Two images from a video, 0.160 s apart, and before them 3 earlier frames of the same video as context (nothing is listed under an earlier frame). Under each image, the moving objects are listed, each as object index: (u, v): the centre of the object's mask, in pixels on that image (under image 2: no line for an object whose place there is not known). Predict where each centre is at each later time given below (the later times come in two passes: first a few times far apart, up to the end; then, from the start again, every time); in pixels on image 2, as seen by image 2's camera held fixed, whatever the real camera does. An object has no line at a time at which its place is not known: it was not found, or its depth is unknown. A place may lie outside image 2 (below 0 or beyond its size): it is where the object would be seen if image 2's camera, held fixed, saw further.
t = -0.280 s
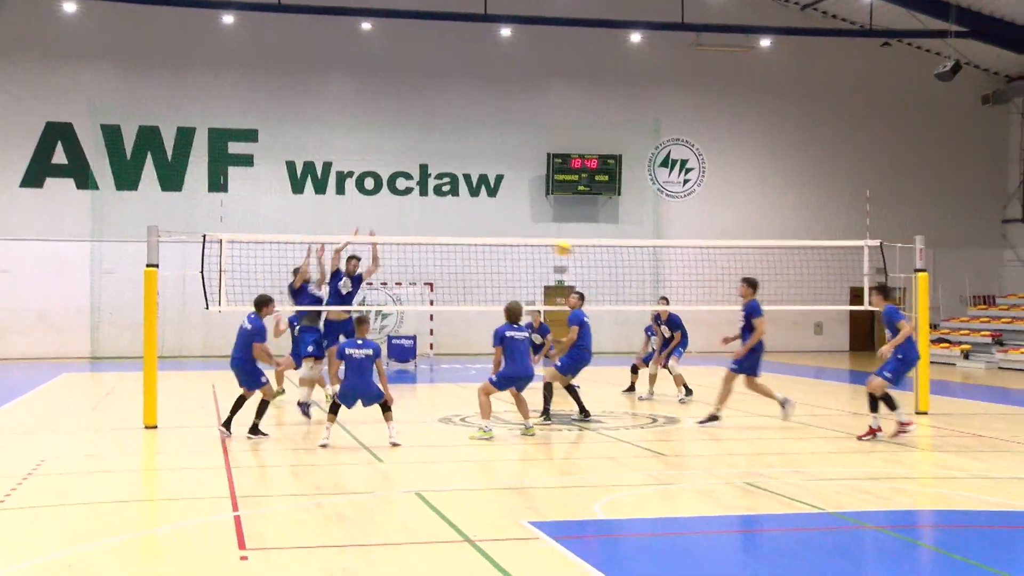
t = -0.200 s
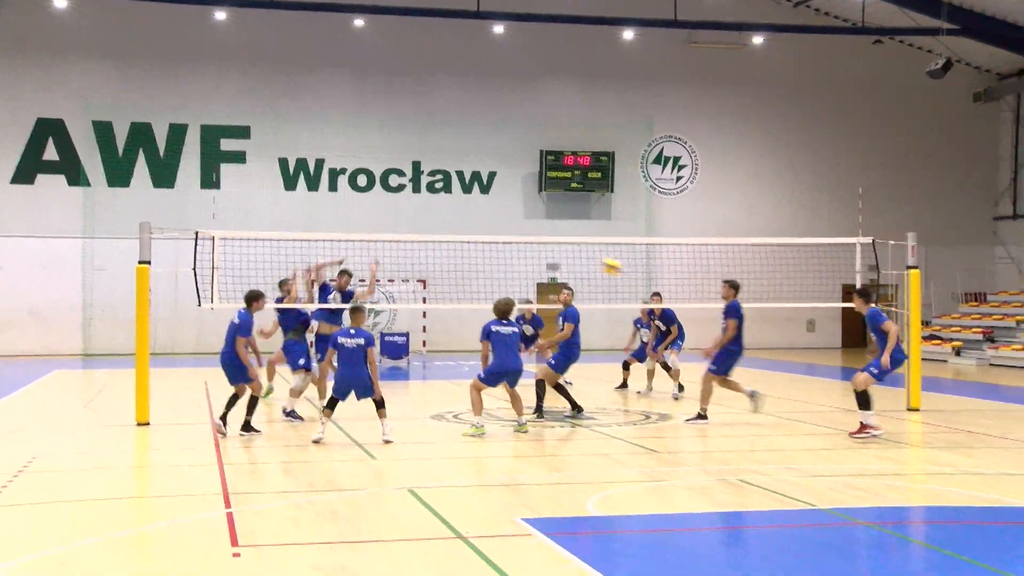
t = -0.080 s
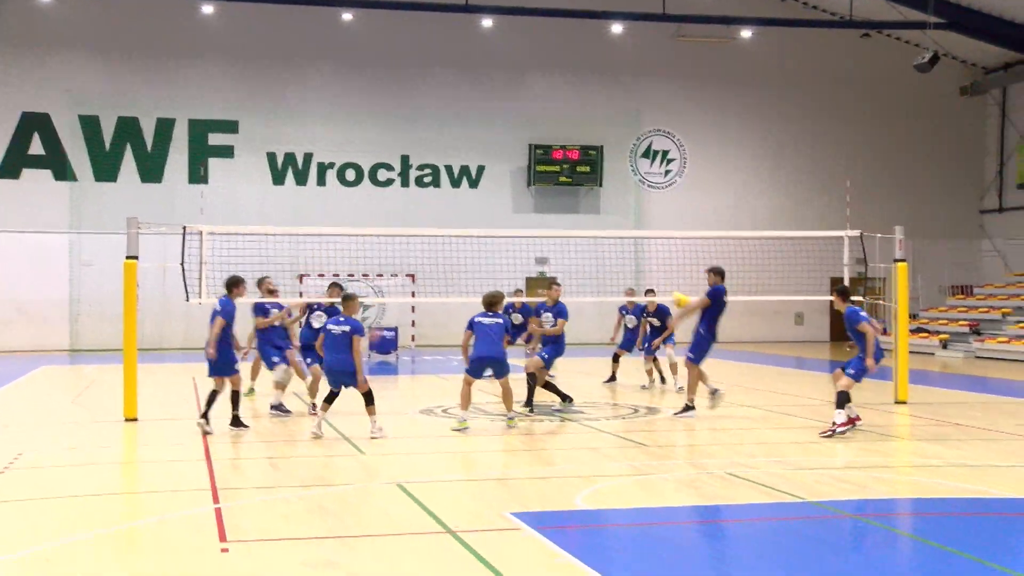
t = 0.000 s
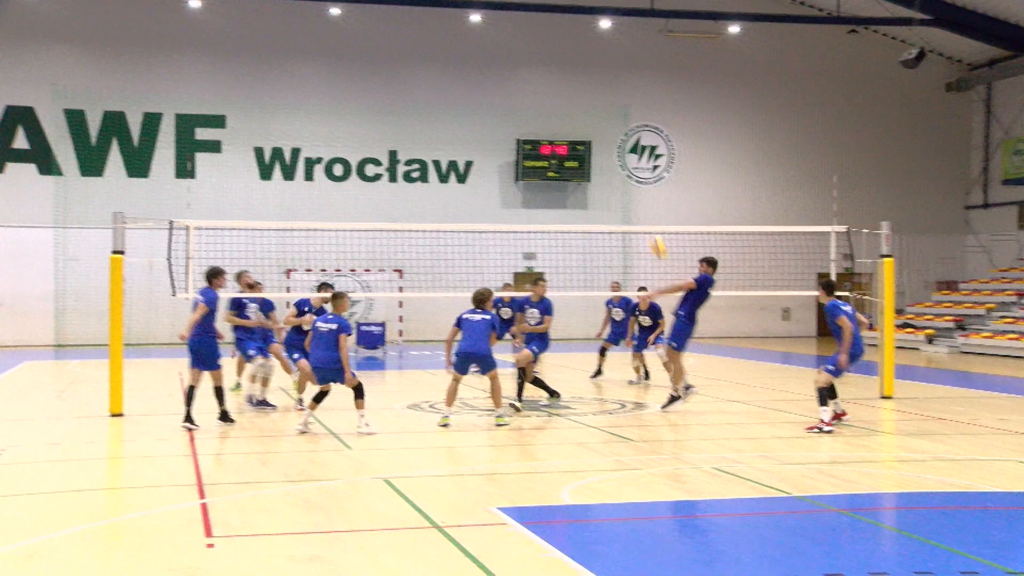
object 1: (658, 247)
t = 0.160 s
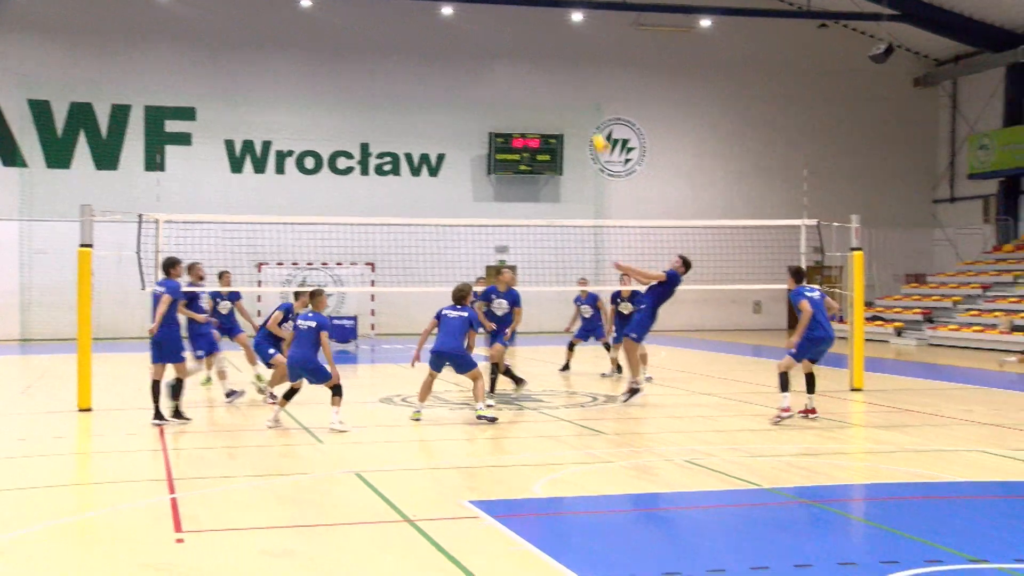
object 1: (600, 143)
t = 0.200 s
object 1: (593, 122)
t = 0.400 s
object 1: (557, 40)
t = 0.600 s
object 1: (524, -12)
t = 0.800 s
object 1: (494, -35)
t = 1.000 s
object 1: (465, -31)
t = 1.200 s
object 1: (436, 3)
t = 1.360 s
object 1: (413, 49)
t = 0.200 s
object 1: (593, 122)
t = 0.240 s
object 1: (586, 104)
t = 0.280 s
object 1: (578, 86)
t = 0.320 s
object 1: (571, 70)
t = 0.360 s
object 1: (564, 55)
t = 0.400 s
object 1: (557, 40)
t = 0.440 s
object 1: (551, 28)
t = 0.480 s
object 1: (544, 16)
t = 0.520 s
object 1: (537, 5)
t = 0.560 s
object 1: (530, -3)
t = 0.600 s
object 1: (524, -12)
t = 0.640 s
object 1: (517, -19)
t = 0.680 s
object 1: (512, -24)
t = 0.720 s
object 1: (506, -28)
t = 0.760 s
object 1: (500, -33)
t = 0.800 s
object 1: (494, -35)
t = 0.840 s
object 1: (488, -37)
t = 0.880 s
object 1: (482, -37)
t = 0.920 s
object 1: (476, -36)
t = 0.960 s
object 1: (471, -34)
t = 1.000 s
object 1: (465, -31)
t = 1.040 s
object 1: (459, -26)
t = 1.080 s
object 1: (453, -20)
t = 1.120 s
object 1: (447, -13)
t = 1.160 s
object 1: (442, -6)
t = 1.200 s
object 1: (436, 3)
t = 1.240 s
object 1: (430, 13)
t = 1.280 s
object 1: (424, 24)
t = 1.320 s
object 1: (418, 36)
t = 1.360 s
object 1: (413, 49)
